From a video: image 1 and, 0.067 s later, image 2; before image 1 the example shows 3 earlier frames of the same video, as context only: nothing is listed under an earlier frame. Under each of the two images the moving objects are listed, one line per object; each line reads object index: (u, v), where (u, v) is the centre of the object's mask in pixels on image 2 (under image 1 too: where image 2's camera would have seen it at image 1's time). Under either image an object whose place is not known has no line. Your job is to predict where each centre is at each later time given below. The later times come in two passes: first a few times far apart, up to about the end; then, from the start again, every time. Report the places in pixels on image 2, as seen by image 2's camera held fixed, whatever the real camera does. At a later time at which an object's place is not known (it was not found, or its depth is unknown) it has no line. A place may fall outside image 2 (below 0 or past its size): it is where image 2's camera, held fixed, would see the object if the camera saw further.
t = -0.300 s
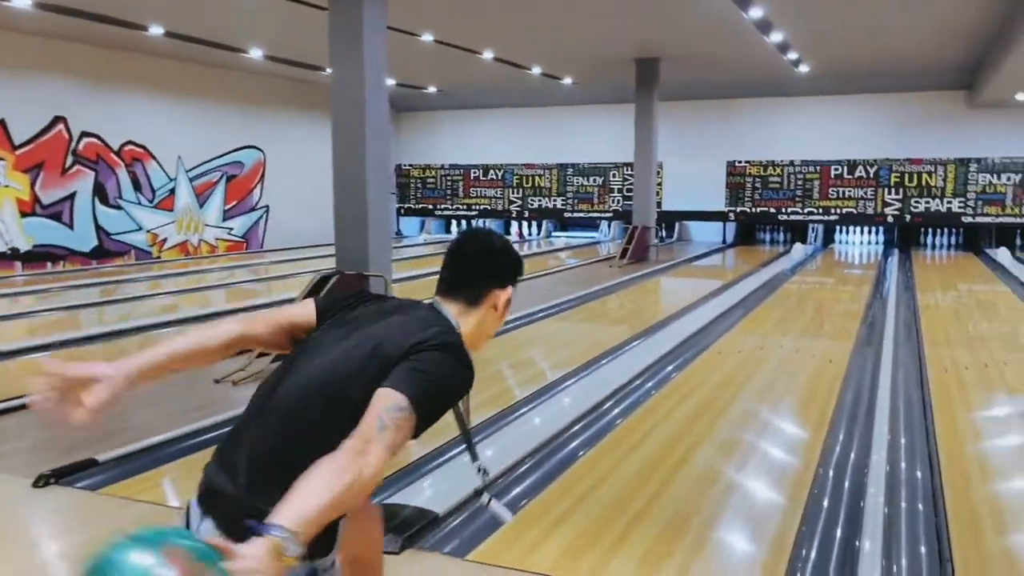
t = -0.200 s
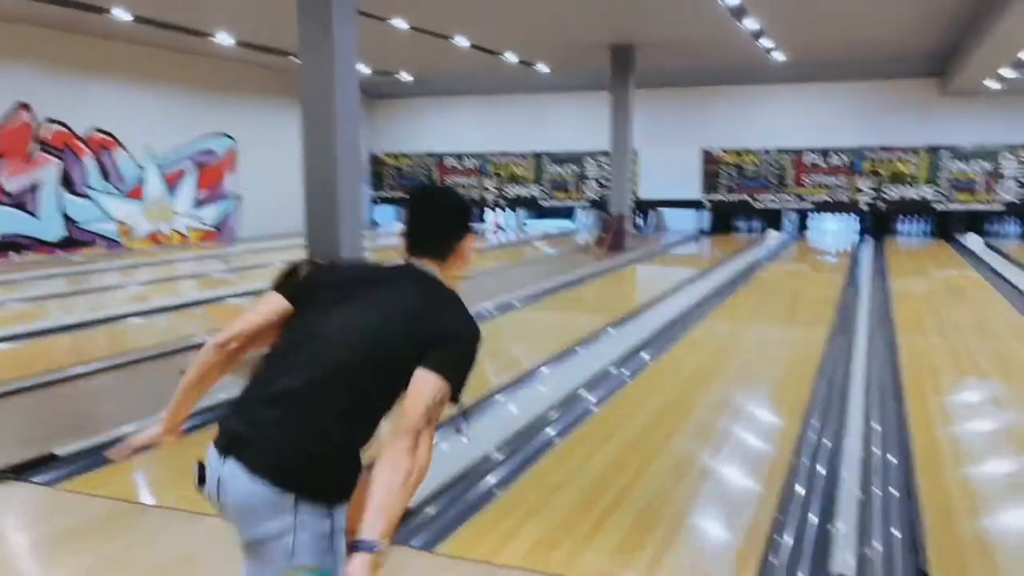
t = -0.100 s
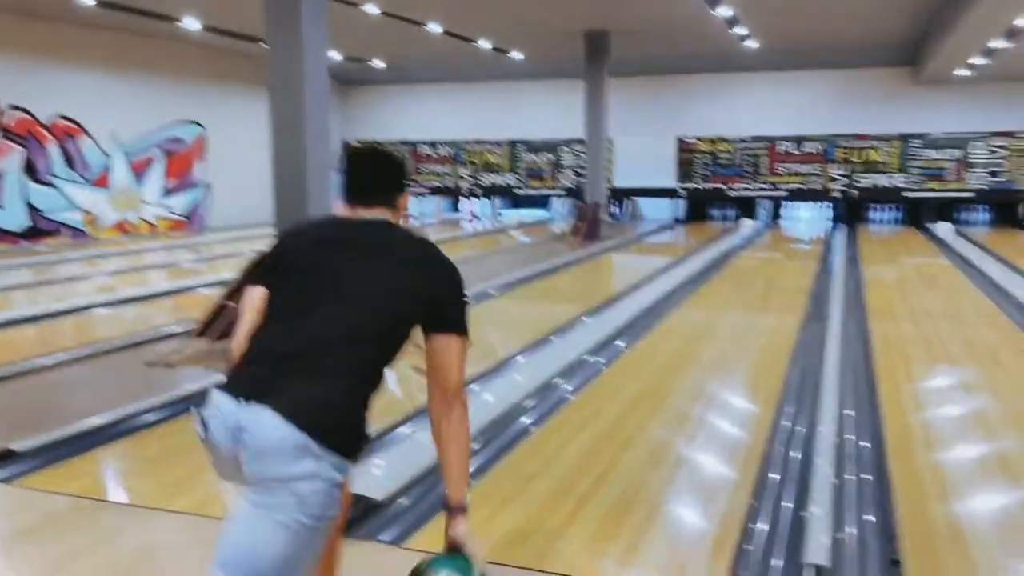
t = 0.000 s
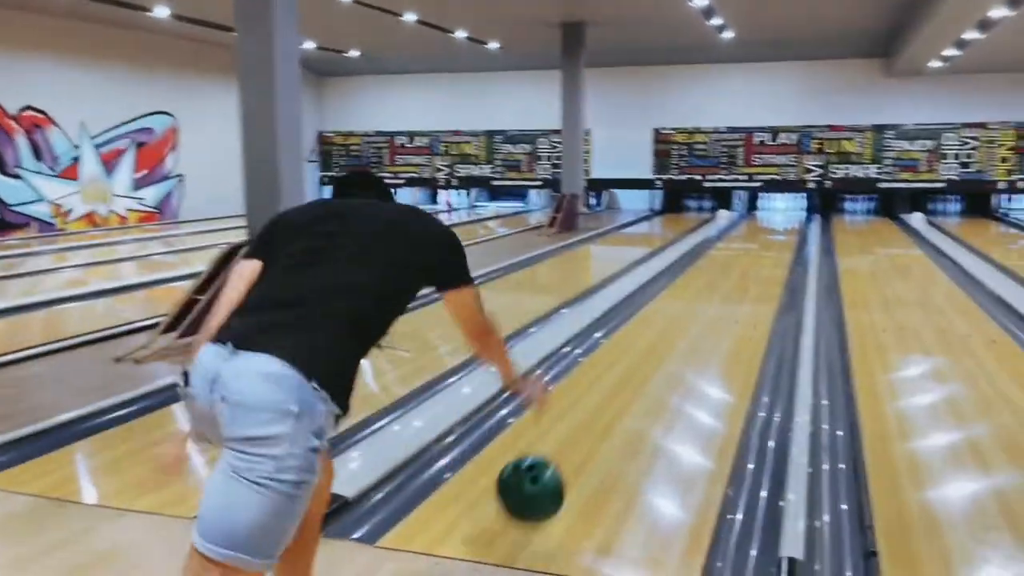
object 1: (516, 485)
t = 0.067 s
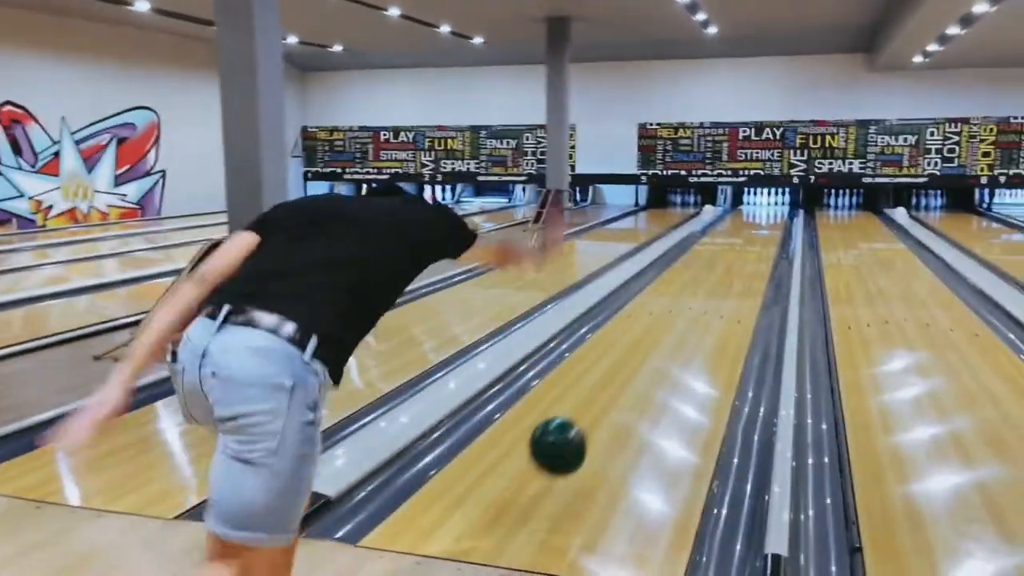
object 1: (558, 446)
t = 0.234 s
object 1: (621, 384)
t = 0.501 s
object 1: (672, 313)
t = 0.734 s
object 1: (696, 278)
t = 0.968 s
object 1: (712, 255)
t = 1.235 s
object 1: (723, 237)
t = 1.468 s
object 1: (731, 226)
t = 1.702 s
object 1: (736, 217)
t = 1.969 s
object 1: (742, 210)
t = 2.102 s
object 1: (743, 207)
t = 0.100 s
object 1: (575, 434)
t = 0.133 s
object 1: (589, 427)
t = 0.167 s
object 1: (601, 418)
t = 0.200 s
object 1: (612, 398)
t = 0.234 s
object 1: (621, 384)
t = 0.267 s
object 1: (630, 374)
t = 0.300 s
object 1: (638, 363)
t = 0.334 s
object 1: (645, 353)
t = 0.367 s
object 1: (651, 344)
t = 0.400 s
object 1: (657, 335)
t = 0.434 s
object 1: (662, 327)
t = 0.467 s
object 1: (667, 319)
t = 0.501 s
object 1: (672, 313)
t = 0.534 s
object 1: (676, 307)
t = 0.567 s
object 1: (680, 301)
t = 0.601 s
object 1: (684, 296)
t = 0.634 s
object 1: (687, 291)
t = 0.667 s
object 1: (690, 286)
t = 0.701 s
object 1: (693, 282)
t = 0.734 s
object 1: (696, 278)
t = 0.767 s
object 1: (699, 273)
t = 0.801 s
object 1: (701, 270)
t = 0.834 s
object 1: (703, 266)
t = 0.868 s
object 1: (706, 263)
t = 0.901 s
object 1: (708, 260)
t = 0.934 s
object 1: (710, 257)
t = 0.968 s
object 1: (712, 255)
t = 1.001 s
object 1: (713, 252)
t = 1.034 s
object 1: (715, 249)
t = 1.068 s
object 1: (716, 247)
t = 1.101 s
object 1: (718, 245)
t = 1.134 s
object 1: (720, 242)
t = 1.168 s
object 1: (721, 240)
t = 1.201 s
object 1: (722, 239)
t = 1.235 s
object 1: (723, 237)
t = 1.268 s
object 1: (724, 235)
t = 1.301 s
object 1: (725, 233)
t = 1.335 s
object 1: (726, 232)
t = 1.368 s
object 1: (727, 230)
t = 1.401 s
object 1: (728, 229)
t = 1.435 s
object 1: (730, 227)
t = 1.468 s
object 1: (731, 226)
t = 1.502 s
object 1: (731, 224)
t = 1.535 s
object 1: (732, 223)
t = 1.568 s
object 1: (733, 222)
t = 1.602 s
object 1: (734, 220)
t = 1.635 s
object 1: (735, 220)
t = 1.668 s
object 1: (735, 219)
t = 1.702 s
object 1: (736, 217)
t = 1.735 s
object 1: (737, 216)
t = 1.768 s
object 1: (737, 215)
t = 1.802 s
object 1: (738, 214)
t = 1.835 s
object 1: (739, 214)
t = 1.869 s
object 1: (740, 213)
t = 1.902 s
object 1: (741, 212)
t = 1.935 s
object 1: (741, 211)
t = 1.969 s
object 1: (742, 210)
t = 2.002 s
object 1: (742, 210)
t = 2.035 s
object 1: (742, 209)
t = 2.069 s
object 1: (743, 208)
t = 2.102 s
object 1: (743, 207)
